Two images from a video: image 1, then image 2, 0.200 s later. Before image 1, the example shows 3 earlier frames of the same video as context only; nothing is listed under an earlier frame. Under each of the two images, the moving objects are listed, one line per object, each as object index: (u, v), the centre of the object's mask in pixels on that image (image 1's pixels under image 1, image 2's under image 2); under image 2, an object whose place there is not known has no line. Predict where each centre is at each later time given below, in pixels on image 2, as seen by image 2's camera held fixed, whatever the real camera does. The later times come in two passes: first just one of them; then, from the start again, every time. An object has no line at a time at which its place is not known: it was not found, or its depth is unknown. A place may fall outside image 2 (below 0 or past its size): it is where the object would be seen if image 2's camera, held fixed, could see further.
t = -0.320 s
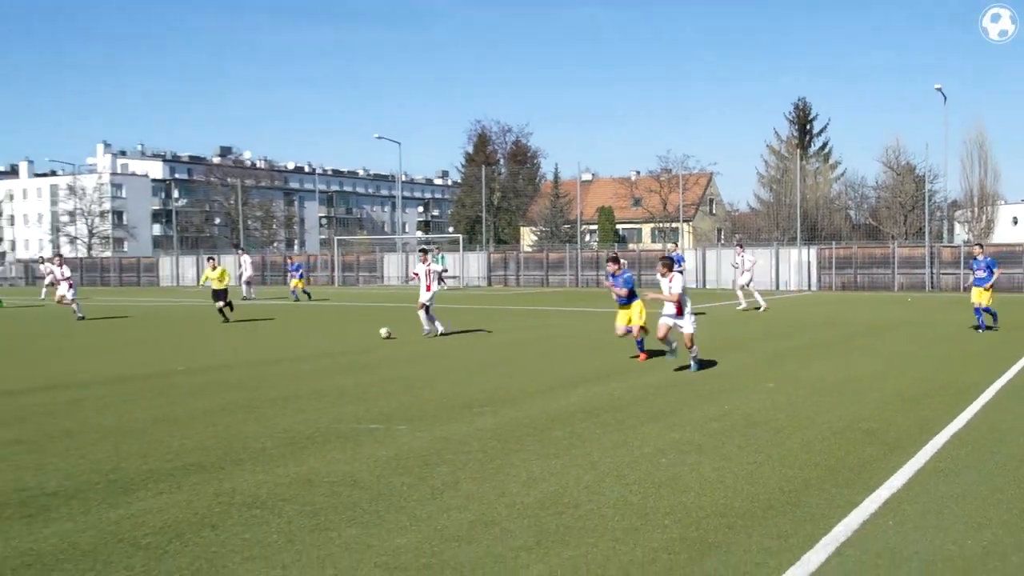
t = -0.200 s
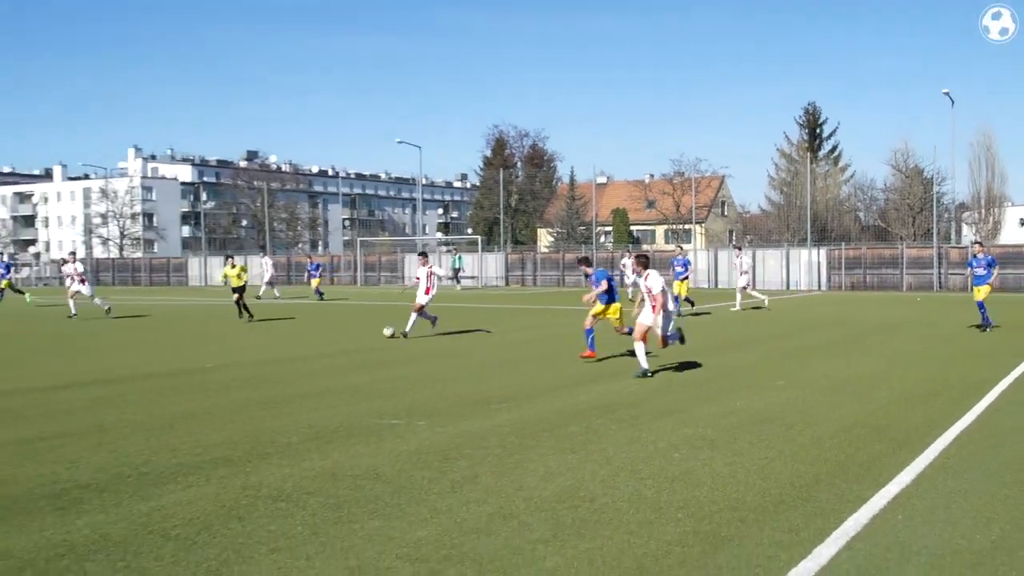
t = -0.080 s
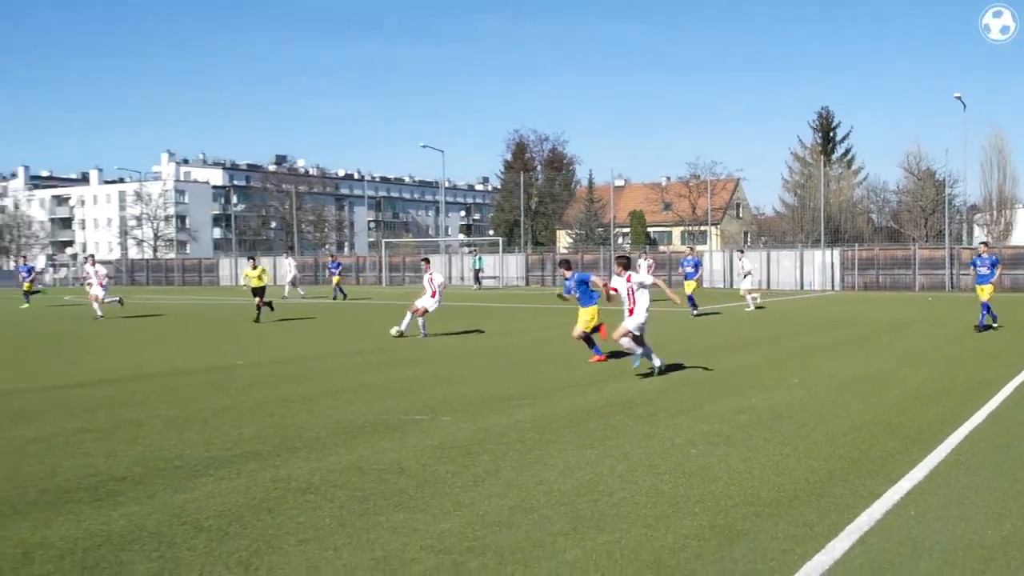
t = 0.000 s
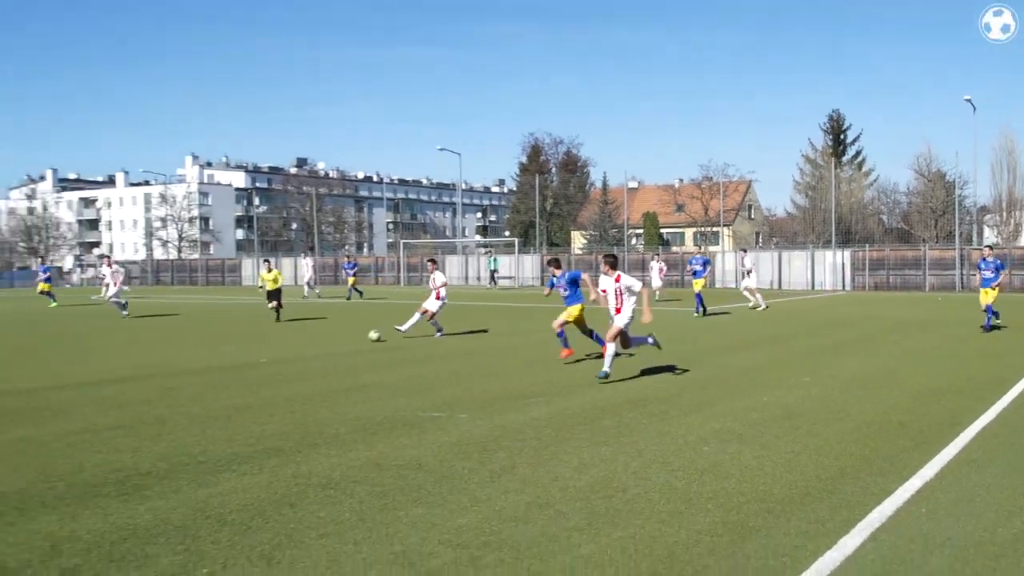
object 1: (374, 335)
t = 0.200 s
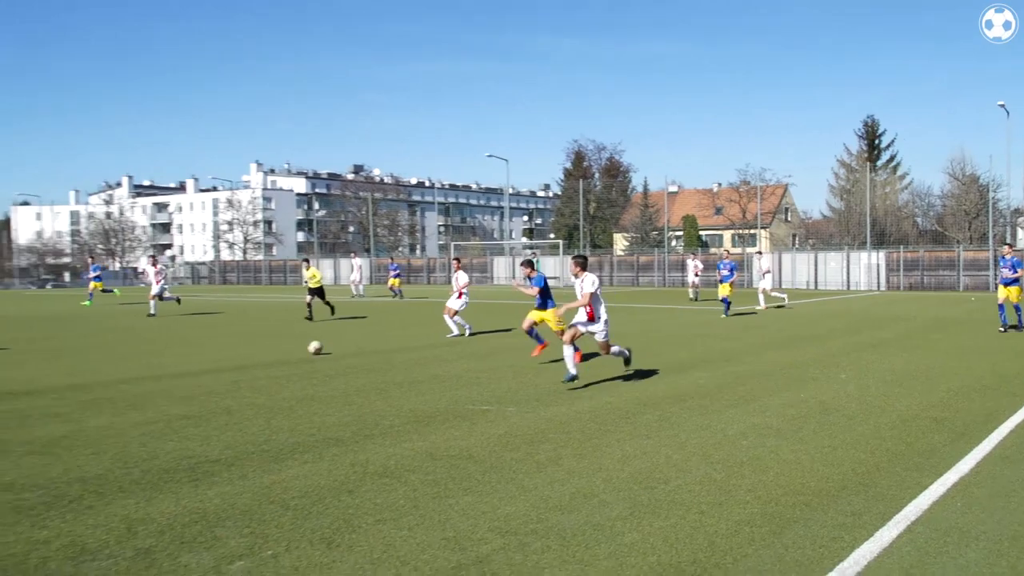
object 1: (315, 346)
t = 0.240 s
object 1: (291, 350)
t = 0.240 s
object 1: (291, 350)
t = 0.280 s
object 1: (267, 352)
